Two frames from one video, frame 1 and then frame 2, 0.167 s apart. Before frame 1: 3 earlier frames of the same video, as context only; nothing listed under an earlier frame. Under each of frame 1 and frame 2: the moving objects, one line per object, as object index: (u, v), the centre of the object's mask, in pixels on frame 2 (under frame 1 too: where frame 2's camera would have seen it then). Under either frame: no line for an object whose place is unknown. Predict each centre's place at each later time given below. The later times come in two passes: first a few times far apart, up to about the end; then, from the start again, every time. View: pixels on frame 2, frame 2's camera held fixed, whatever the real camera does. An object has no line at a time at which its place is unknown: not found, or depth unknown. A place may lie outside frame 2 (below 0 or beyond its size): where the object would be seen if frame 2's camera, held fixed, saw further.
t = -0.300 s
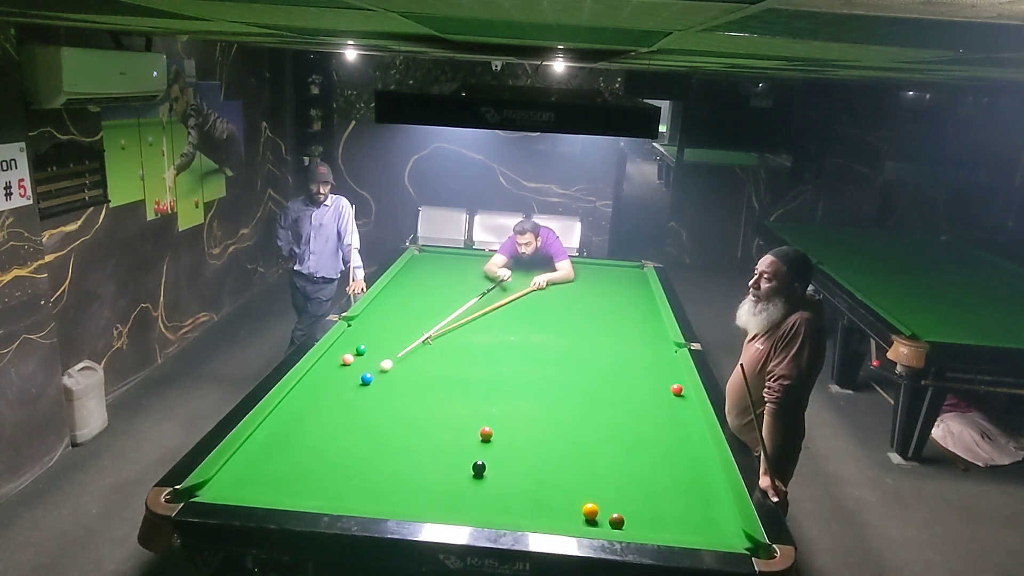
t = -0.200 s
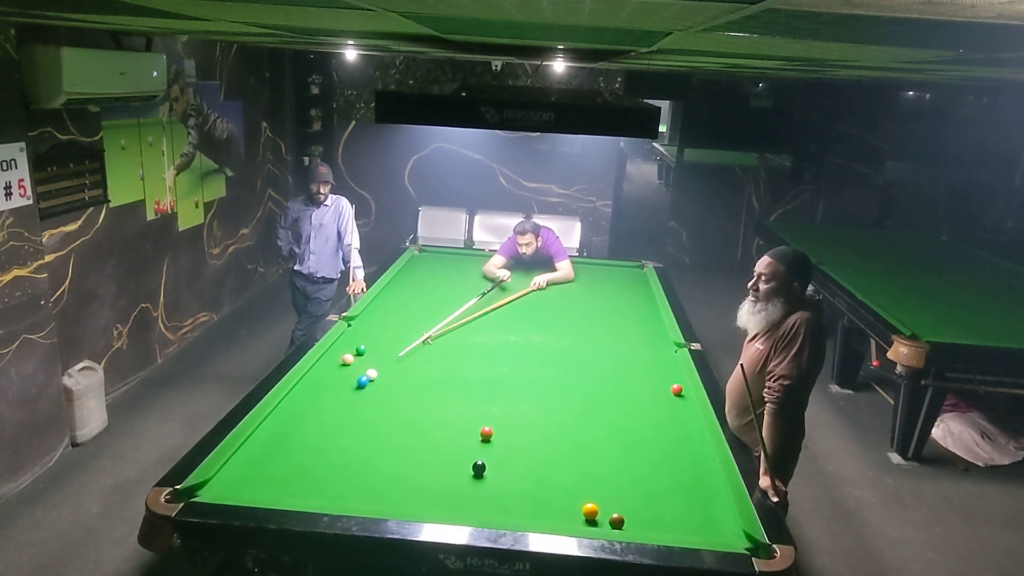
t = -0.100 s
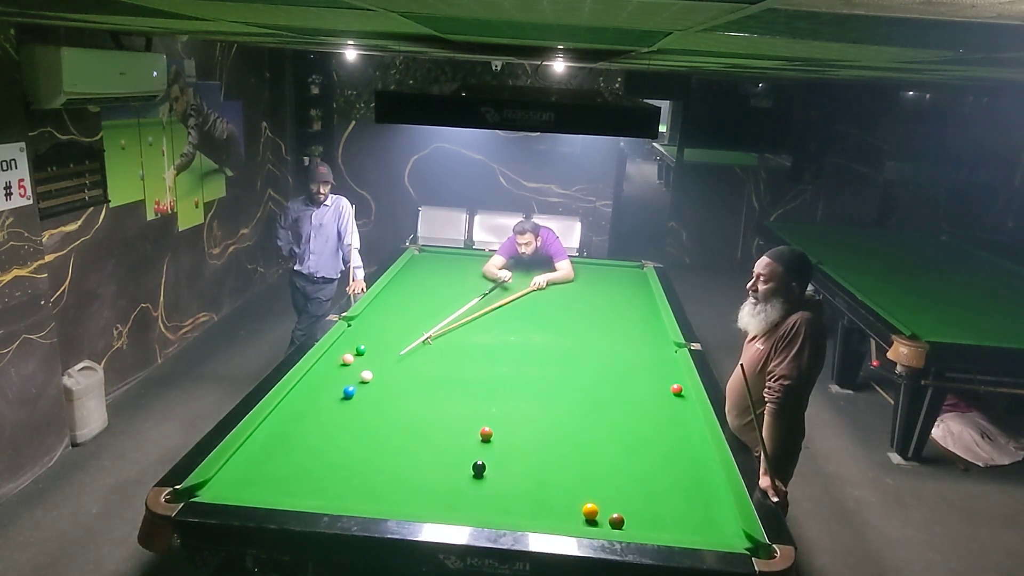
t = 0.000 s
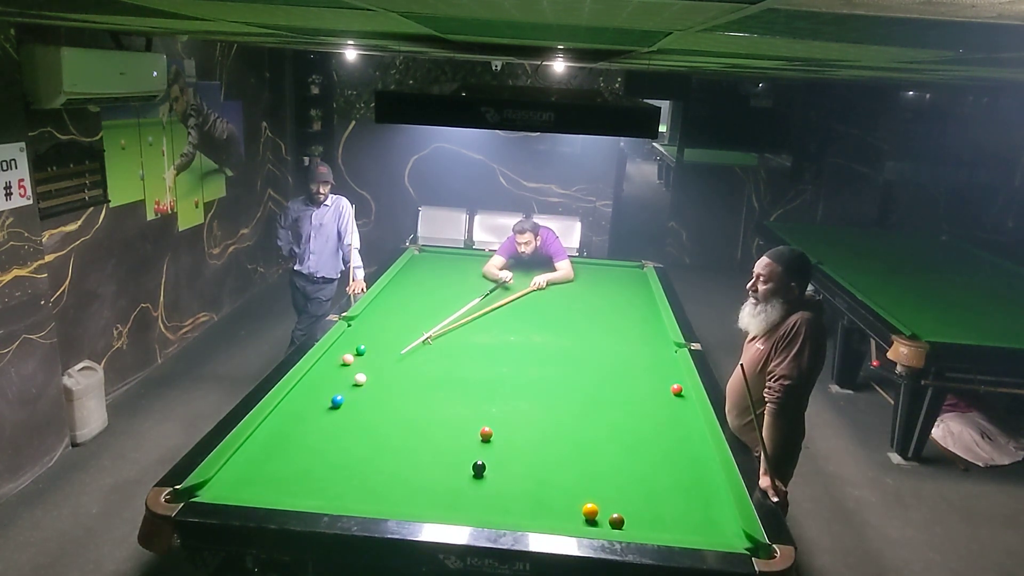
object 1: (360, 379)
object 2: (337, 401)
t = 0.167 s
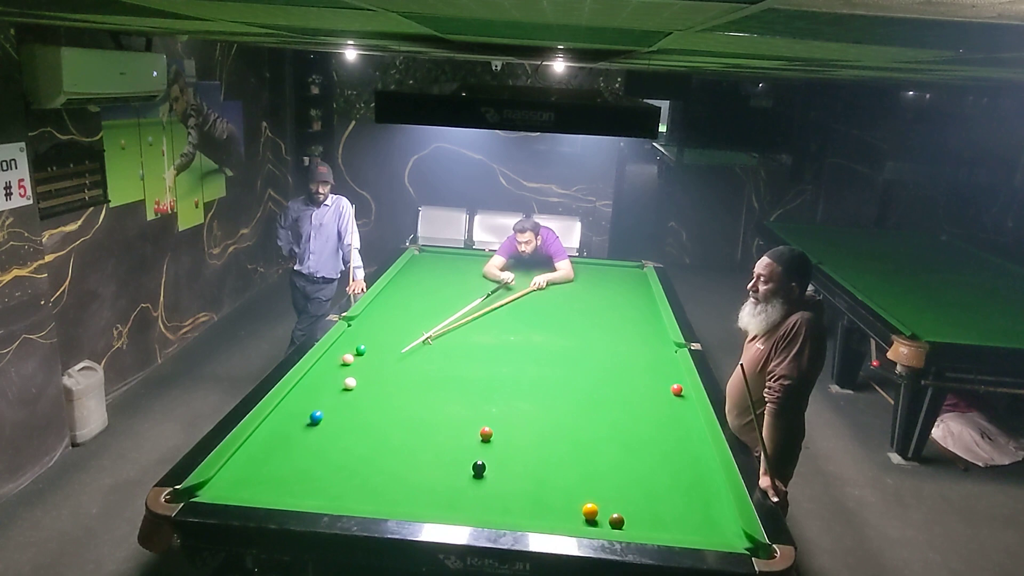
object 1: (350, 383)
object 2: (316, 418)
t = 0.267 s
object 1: (344, 386)
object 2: (302, 428)
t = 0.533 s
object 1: (328, 392)
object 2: (263, 458)
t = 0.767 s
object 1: (315, 397)
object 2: (223, 486)
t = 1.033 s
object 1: (302, 403)
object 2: (224, 487)
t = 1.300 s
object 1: (289, 408)
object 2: (257, 490)
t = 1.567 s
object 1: (278, 413)
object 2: (287, 492)
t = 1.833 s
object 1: (274, 417)
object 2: (316, 495)
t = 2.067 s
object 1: (275, 420)
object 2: (338, 498)
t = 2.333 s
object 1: (275, 422)
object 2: (362, 500)
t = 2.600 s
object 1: (275, 423)
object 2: (384, 502)
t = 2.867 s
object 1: (274, 424)
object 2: (403, 504)
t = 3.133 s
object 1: (274, 424)
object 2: (421, 506)
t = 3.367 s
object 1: (274, 424)
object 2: (435, 508)
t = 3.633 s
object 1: (274, 425)
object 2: (448, 509)
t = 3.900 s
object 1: (274, 425)
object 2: (460, 511)
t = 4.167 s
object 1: (274, 424)
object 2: (468, 511)
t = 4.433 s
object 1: (274, 424)
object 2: (474, 512)
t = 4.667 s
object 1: (274, 424)
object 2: (476, 512)
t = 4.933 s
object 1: (274, 424)
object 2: (477, 513)
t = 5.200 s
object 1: (274, 424)
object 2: (477, 513)
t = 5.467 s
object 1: (274, 424)
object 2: (477, 513)
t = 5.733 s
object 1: (274, 424)
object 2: (477, 513)
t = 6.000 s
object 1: (274, 424)
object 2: (477, 513)
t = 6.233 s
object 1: (274, 424)
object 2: (477, 513)
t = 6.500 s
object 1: (274, 424)
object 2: (477, 513)
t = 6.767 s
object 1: (274, 424)
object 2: (477, 513)
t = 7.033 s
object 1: (274, 424)
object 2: (477, 513)
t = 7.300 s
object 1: (274, 424)
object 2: (477, 513)
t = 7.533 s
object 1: (274, 424)
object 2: (477, 513)
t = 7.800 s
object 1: (274, 424)
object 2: (477, 513)
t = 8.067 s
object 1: (274, 424)
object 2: (477, 513)
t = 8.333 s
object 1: (274, 424)
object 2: (477, 513)
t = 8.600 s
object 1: (274, 424)
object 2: (477, 513)
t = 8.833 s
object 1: (274, 424)
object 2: (477, 513)
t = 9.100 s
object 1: (274, 424)
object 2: (477, 513)
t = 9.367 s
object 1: (274, 424)
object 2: (477, 513)
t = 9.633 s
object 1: (274, 424)
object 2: (477, 513)
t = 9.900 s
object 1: (274, 424)
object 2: (477, 513)
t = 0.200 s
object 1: (348, 384)
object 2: (311, 421)
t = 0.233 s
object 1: (346, 385)
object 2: (307, 424)
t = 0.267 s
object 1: (344, 386)
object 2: (302, 428)
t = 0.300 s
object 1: (342, 386)
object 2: (297, 432)
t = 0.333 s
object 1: (340, 387)
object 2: (292, 435)
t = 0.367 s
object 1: (338, 388)
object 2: (288, 439)
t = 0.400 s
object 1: (336, 389)
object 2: (283, 443)
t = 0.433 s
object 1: (334, 390)
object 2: (278, 446)
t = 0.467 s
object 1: (332, 391)
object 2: (273, 450)
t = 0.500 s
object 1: (330, 391)
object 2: (267, 455)
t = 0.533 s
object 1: (328, 392)
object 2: (263, 458)
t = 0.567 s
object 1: (326, 393)
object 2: (257, 463)
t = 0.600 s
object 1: (324, 394)
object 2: (251, 467)
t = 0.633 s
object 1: (323, 395)
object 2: (246, 471)
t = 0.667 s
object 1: (321, 395)
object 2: (240, 475)
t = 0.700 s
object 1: (319, 396)
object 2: (235, 479)
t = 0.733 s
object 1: (317, 397)
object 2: (229, 483)
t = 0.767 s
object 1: (315, 397)
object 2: (223, 486)
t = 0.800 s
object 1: (313, 398)
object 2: (217, 489)
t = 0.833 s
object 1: (312, 399)
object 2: (213, 489)
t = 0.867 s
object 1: (310, 400)
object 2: (210, 487)
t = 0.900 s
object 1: (308, 400)
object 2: (208, 486)
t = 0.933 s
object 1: (307, 401)
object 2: (211, 486)
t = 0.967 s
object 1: (305, 402)
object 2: (216, 486)
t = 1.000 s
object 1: (303, 403)
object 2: (220, 487)
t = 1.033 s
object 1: (302, 403)
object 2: (224, 487)
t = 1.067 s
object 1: (300, 404)
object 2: (229, 487)
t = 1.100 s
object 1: (298, 404)
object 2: (233, 487)
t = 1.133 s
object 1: (297, 405)
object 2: (237, 488)
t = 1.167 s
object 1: (295, 406)
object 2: (241, 488)
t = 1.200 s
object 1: (294, 406)
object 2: (245, 489)
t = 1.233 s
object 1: (292, 407)
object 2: (249, 489)
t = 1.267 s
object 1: (291, 408)
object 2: (253, 489)
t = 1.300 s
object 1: (289, 408)
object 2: (257, 490)
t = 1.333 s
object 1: (288, 409)
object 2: (261, 490)
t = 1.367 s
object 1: (286, 409)
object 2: (265, 490)
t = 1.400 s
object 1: (285, 410)
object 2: (269, 491)
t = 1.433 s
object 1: (284, 411)
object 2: (273, 491)
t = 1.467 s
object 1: (282, 411)
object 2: (276, 491)
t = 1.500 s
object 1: (281, 412)
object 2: (280, 492)
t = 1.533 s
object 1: (280, 413)
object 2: (284, 492)
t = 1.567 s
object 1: (278, 413)
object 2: (287, 492)
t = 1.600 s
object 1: (277, 414)
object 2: (291, 493)
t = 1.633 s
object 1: (276, 414)
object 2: (295, 493)
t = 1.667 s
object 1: (274, 415)
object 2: (298, 494)
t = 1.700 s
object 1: (274, 415)
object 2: (302, 494)
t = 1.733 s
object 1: (274, 416)
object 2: (305, 494)
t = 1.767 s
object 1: (274, 416)
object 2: (309, 495)
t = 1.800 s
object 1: (274, 416)
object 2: (312, 495)
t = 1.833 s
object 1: (274, 417)
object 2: (316, 495)
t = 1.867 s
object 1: (274, 417)
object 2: (319, 496)
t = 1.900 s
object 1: (274, 418)
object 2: (322, 496)
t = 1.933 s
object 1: (274, 418)
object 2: (326, 496)
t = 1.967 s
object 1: (274, 418)
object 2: (329, 496)
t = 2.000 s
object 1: (274, 419)
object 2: (332, 497)
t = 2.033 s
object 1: (274, 419)
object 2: (335, 497)
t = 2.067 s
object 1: (275, 420)
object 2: (338, 498)
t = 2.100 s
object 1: (275, 420)
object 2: (341, 498)
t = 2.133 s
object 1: (275, 420)
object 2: (345, 498)
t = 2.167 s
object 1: (275, 420)
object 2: (347, 498)
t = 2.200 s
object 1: (275, 421)
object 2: (350, 499)
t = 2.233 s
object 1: (275, 421)
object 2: (354, 499)
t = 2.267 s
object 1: (275, 421)
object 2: (356, 499)
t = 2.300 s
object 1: (275, 421)
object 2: (359, 500)
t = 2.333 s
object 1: (275, 422)
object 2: (362, 500)
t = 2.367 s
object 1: (275, 422)
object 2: (365, 500)
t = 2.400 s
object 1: (275, 422)
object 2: (368, 500)
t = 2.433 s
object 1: (275, 422)
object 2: (371, 501)
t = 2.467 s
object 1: (275, 423)
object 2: (373, 501)
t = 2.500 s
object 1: (275, 423)
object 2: (376, 501)
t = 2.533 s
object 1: (275, 423)
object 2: (379, 502)
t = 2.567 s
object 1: (275, 423)
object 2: (381, 502)
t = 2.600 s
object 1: (275, 423)
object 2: (384, 502)
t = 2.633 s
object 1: (275, 423)
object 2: (387, 502)
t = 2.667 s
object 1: (275, 424)
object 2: (389, 503)
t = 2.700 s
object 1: (275, 424)
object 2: (392, 503)
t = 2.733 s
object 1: (275, 424)
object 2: (394, 503)
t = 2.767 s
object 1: (275, 424)
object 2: (396, 503)
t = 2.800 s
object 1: (275, 424)
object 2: (399, 504)
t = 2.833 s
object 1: (275, 424)
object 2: (401, 504)
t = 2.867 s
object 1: (274, 424)
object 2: (403, 504)
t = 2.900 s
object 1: (274, 424)
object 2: (406, 505)
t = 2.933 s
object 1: (274, 424)
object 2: (408, 505)
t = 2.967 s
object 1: (274, 424)
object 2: (410, 505)
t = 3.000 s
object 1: (274, 424)
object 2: (413, 505)
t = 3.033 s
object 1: (274, 424)
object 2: (415, 505)
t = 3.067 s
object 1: (274, 424)
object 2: (417, 506)
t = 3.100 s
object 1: (274, 424)
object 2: (419, 506)
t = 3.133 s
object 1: (274, 424)
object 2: (421, 506)
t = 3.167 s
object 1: (274, 424)
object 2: (423, 506)
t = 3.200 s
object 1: (274, 425)
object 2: (425, 507)
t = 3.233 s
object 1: (274, 425)
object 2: (427, 507)
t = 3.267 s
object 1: (274, 424)
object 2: (429, 507)
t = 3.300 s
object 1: (274, 425)
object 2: (431, 507)
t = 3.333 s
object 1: (274, 424)
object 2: (433, 507)
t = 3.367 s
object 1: (274, 424)
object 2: (435, 508)
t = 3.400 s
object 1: (274, 424)
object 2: (437, 508)
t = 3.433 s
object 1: (274, 424)
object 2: (438, 508)
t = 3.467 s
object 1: (274, 424)
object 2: (440, 508)
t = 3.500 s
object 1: (274, 425)
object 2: (442, 508)
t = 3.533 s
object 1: (274, 425)
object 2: (443, 509)
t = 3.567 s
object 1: (274, 425)
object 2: (445, 509)
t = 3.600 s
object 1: (274, 425)
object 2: (447, 509)
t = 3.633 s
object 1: (274, 425)
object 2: (448, 509)
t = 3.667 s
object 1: (274, 425)
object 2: (450, 509)
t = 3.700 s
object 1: (274, 425)
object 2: (452, 510)
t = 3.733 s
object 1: (274, 425)
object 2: (453, 510)
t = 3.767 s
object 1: (274, 425)
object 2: (454, 510)
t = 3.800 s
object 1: (274, 425)
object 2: (456, 510)
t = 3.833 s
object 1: (274, 425)
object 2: (457, 510)
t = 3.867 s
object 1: (274, 425)
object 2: (458, 511)
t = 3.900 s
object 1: (274, 425)
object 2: (460, 511)
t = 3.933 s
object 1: (274, 424)
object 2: (461, 511)
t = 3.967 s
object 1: (274, 425)
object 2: (462, 511)
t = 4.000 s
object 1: (274, 424)
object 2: (463, 511)
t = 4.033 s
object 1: (274, 425)
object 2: (464, 511)
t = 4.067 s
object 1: (274, 424)
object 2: (465, 511)
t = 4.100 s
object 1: (274, 424)
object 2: (466, 511)
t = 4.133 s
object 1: (274, 424)
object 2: (467, 511)
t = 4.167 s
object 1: (274, 424)
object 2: (468, 511)
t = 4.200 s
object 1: (274, 425)
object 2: (469, 511)
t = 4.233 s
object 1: (274, 424)
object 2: (469, 511)
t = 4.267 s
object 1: (274, 425)
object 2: (470, 511)
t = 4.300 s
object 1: (274, 424)
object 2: (471, 511)
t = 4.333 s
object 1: (274, 424)
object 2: (471, 512)
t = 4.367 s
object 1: (274, 425)
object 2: (472, 512)
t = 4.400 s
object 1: (274, 424)
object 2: (473, 512)
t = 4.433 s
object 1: (274, 424)
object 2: (474, 512)
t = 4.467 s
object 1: (274, 424)
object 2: (474, 512)
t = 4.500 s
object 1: (274, 424)
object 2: (474, 512)
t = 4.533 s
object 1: (274, 424)
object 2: (475, 512)
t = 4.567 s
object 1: (274, 424)
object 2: (475, 512)
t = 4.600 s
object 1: (274, 424)
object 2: (475, 512)
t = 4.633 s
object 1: (274, 424)
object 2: (476, 512)
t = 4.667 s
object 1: (274, 424)
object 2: (476, 512)
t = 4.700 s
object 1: (274, 424)
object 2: (476, 512)
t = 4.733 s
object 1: (274, 424)
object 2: (476, 512)
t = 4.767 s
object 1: (274, 424)
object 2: (476, 512)
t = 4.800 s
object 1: (274, 424)
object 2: (477, 512)
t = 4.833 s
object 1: (274, 424)
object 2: (477, 512)
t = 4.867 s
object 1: (274, 424)
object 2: (477, 512)
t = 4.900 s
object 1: (274, 424)
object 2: (477, 513)
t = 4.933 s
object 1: (274, 424)
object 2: (477, 513)
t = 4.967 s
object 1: (274, 424)
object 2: (477, 513)
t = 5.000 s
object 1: (274, 424)
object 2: (477, 513)
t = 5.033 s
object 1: (274, 424)
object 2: (477, 513)
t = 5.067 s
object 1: (274, 424)
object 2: (477, 513)
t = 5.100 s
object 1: (274, 424)
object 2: (477, 513)
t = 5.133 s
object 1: (274, 424)
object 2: (477, 513)
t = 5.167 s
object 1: (274, 424)
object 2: (477, 513)
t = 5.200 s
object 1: (274, 424)
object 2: (477, 513)
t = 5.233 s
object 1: (274, 424)
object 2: (477, 513)
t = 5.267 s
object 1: (274, 424)
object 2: (477, 513)
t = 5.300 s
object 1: (274, 424)
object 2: (477, 513)
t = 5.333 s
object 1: (274, 424)
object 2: (477, 513)
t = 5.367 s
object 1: (274, 424)
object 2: (477, 513)
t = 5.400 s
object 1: (274, 424)
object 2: (477, 513)
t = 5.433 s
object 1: (274, 424)
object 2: (477, 513)
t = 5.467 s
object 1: (274, 424)
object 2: (477, 513)
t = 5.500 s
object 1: (274, 424)
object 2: (477, 513)
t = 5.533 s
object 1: (274, 424)
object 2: (477, 513)
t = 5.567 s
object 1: (274, 424)
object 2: (477, 513)
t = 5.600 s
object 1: (274, 424)
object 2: (477, 513)
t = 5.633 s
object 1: (274, 424)
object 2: (477, 513)
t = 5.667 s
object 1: (274, 424)
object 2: (477, 513)
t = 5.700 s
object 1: (274, 424)
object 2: (477, 513)
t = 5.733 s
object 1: (274, 424)
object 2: (477, 513)
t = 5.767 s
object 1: (274, 424)
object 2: (477, 513)
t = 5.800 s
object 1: (274, 424)
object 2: (477, 513)
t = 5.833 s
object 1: (274, 424)
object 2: (477, 513)
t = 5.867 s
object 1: (274, 424)
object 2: (477, 513)
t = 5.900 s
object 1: (274, 424)
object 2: (477, 513)
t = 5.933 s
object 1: (274, 424)
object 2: (477, 513)
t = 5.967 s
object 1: (274, 424)
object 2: (477, 513)
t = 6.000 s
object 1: (274, 424)
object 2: (477, 513)
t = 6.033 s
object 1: (274, 424)
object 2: (477, 513)
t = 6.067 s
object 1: (274, 424)
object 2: (477, 513)
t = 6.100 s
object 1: (274, 424)
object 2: (477, 513)
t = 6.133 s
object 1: (274, 424)
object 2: (477, 513)
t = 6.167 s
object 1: (274, 424)
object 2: (477, 513)
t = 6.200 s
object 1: (274, 424)
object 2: (477, 513)
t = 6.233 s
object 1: (274, 424)
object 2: (477, 513)
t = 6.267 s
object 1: (274, 424)
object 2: (477, 513)
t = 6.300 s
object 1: (274, 424)
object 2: (477, 513)
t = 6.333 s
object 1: (274, 424)
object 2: (477, 513)
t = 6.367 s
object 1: (274, 424)
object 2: (477, 513)
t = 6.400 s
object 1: (274, 424)
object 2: (477, 513)
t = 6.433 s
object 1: (274, 424)
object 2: (477, 513)
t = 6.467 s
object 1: (274, 424)
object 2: (477, 513)
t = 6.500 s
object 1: (274, 424)
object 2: (477, 513)
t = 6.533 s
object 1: (274, 424)
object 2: (477, 513)
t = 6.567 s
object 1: (274, 424)
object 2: (477, 513)
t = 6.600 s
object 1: (274, 424)
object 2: (477, 513)
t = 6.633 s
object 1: (274, 424)
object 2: (477, 513)
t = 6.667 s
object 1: (274, 424)
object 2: (477, 513)
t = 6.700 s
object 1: (274, 424)
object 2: (477, 513)
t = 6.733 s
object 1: (274, 424)
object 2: (477, 513)
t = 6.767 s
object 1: (274, 424)
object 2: (477, 513)
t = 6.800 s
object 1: (274, 424)
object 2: (477, 513)
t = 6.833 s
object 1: (274, 424)
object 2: (477, 513)
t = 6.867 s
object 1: (274, 424)
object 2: (477, 513)
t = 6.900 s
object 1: (274, 424)
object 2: (477, 513)
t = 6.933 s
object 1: (274, 424)
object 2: (477, 513)
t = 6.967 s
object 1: (274, 424)
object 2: (477, 513)
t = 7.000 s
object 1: (274, 424)
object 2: (477, 513)
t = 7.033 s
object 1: (274, 424)
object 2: (477, 513)
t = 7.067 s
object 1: (274, 424)
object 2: (477, 513)
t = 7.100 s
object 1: (274, 424)
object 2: (477, 513)
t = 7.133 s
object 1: (274, 424)
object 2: (477, 513)
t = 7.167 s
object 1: (274, 424)
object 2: (477, 513)
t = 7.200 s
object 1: (274, 424)
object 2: (477, 513)
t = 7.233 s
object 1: (274, 424)
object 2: (477, 513)
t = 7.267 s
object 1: (274, 424)
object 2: (477, 513)
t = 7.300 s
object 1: (274, 424)
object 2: (477, 513)
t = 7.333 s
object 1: (274, 424)
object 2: (477, 513)
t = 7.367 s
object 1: (274, 424)
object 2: (477, 513)
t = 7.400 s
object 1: (274, 424)
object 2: (477, 513)
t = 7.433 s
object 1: (274, 424)
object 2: (477, 513)
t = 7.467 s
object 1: (274, 424)
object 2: (477, 513)
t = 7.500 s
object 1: (274, 424)
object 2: (477, 513)
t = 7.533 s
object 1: (274, 424)
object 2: (477, 513)
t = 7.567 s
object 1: (274, 424)
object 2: (477, 513)
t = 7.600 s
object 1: (274, 424)
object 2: (477, 513)
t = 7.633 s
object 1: (274, 424)
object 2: (477, 513)
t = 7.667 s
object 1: (274, 424)
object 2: (477, 513)
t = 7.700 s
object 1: (274, 424)
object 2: (477, 513)
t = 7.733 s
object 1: (274, 424)
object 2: (477, 513)
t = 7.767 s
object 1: (274, 424)
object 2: (477, 513)
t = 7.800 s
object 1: (274, 424)
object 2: (477, 513)
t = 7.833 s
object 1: (274, 424)
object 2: (477, 513)
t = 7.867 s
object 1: (274, 424)
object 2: (477, 513)
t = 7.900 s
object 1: (274, 424)
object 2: (477, 513)
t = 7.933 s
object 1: (274, 424)
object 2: (477, 513)
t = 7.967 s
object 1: (274, 424)
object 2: (477, 513)
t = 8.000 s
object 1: (274, 424)
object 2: (477, 513)
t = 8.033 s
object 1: (274, 424)
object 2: (477, 513)
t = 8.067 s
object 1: (274, 424)
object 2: (477, 513)
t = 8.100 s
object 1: (274, 424)
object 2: (477, 513)
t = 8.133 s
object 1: (274, 424)
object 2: (477, 513)
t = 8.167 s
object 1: (274, 424)
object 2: (477, 513)
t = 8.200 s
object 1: (274, 424)
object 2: (477, 513)
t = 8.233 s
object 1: (274, 424)
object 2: (477, 513)
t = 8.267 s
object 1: (274, 424)
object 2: (477, 513)
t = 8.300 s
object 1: (274, 424)
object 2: (477, 513)
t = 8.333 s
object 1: (274, 424)
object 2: (477, 513)
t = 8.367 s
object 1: (274, 424)
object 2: (477, 513)
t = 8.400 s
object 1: (274, 424)
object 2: (477, 513)
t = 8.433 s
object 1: (274, 424)
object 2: (477, 513)
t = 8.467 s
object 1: (274, 424)
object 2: (477, 513)
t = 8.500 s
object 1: (274, 424)
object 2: (477, 513)
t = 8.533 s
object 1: (274, 424)
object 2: (477, 513)
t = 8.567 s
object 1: (274, 424)
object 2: (477, 513)
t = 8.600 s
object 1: (274, 424)
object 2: (477, 513)
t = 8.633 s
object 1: (274, 424)
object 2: (477, 513)
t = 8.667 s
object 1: (274, 424)
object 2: (477, 513)
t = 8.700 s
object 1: (274, 424)
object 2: (477, 513)
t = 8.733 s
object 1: (274, 424)
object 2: (477, 513)
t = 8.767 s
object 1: (274, 424)
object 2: (477, 513)
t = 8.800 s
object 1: (274, 424)
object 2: (477, 513)
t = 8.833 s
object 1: (274, 424)
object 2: (477, 513)
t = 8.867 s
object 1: (274, 424)
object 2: (477, 513)
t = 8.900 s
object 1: (274, 424)
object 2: (477, 513)
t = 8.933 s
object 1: (274, 424)
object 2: (477, 513)
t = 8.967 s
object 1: (274, 424)
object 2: (477, 513)
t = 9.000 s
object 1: (274, 424)
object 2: (477, 513)
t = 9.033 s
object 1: (274, 424)
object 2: (477, 513)
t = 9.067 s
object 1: (274, 424)
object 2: (477, 513)
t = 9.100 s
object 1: (274, 424)
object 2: (477, 513)
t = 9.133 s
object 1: (274, 424)
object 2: (477, 513)
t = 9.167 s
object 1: (274, 424)
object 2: (477, 513)
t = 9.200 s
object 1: (274, 424)
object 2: (477, 513)
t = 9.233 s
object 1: (274, 424)
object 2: (477, 513)
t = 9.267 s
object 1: (274, 424)
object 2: (477, 513)
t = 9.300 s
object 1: (274, 424)
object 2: (477, 513)
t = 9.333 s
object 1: (274, 424)
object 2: (477, 513)
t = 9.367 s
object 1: (274, 424)
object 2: (477, 513)
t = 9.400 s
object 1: (274, 424)
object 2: (477, 513)
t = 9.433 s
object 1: (274, 424)
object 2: (477, 513)
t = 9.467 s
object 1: (274, 424)
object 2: (477, 513)
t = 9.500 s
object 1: (274, 424)
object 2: (477, 513)
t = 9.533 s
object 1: (274, 424)
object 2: (477, 513)
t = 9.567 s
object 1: (274, 424)
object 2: (477, 513)
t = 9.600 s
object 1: (274, 424)
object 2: (477, 513)
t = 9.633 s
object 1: (274, 424)
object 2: (477, 513)
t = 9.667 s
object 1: (274, 424)
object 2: (477, 513)
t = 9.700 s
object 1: (274, 424)
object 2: (477, 513)
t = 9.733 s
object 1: (274, 424)
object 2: (477, 513)
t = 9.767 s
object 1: (274, 424)
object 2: (477, 513)
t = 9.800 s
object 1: (274, 424)
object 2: (477, 513)
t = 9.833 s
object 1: (274, 424)
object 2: (477, 513)
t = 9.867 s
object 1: (274, 424)
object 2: (477, 513)
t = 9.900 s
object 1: (274, 424)
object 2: (477, 513)
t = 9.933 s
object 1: (274, 424)
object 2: (477, 513)
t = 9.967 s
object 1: (274, 424)
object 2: (477, 513)
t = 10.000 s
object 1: (274, 424)
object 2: (477, 513)
